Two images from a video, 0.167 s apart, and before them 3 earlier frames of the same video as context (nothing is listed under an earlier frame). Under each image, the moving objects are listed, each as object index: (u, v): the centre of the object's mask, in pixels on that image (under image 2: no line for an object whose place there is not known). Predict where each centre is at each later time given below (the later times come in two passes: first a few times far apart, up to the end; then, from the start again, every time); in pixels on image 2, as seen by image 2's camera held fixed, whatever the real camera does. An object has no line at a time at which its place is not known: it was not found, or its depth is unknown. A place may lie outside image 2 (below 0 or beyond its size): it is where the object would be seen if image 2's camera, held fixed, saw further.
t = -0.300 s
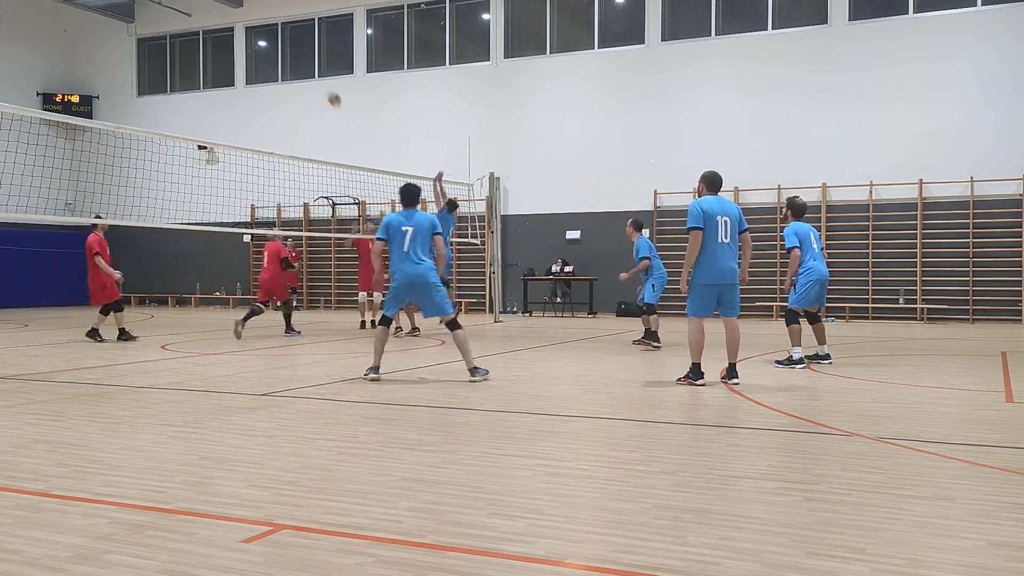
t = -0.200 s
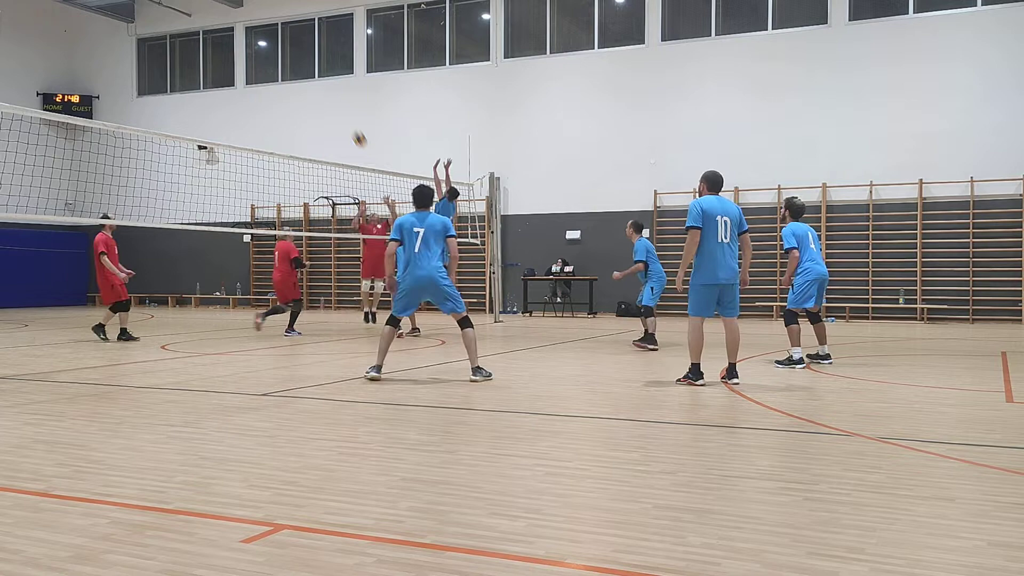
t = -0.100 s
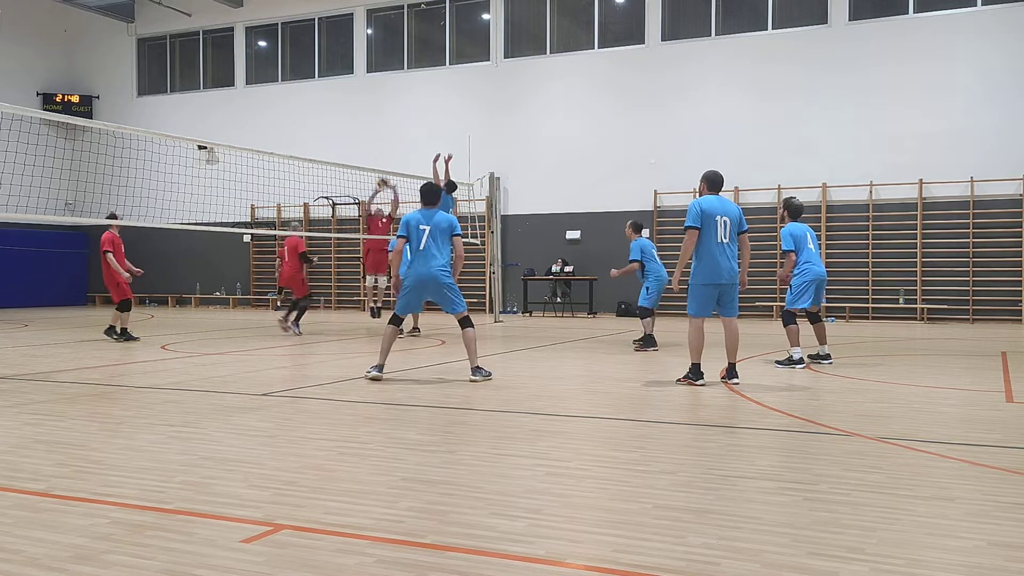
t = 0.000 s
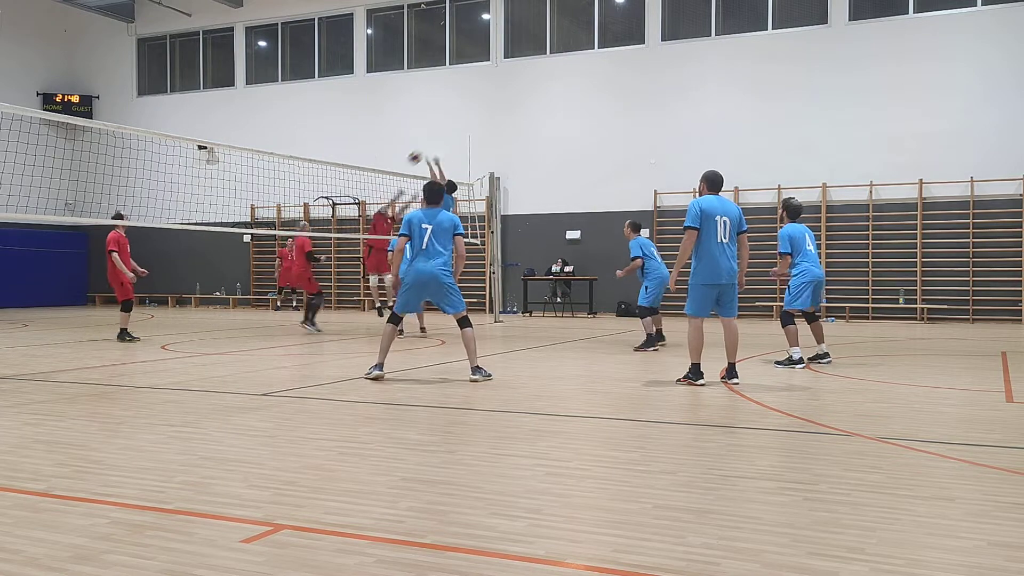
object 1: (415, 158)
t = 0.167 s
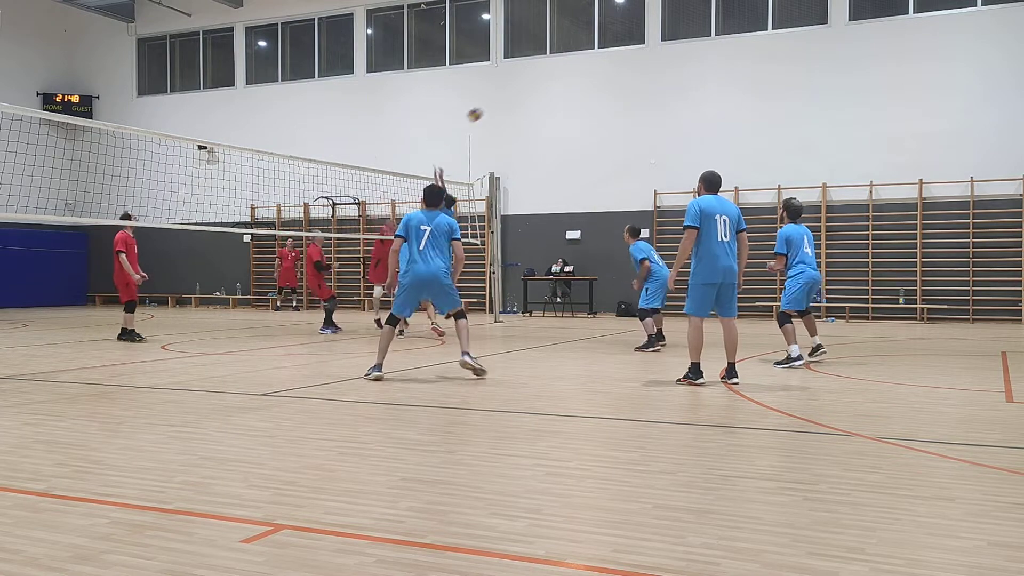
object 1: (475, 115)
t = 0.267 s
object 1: (511, 95)
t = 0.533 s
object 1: (615, 73)
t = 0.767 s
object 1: (712, 93)
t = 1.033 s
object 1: (831, 167)
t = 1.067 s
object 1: (846, 180)
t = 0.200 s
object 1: (487, 108)
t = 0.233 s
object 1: (499, 101)
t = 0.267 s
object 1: (511, 95)
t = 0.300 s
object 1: (524, 90)
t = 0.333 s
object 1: (537, 86)
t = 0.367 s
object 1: (549, 82)
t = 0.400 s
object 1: (562, 79)
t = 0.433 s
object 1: (575, 77)
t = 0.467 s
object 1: (588, 75)
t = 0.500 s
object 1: (602, 74)
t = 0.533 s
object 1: (615, 73)
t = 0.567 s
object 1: (629, 73)
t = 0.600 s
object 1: (642, 75)
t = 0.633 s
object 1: (655, 77)
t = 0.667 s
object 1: (669, 79)
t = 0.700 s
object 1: (684, 83)
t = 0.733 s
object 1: (697, 87)
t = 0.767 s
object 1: (712, 93)
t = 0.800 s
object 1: (727, 99)
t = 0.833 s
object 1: (741, 105)
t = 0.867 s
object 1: (755, 113)
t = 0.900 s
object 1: (770, 122)
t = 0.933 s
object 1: (785, 132)
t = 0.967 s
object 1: (800, 142)
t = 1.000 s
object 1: (815, 154)
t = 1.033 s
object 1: (831, 167)
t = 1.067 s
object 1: (846, 180)
